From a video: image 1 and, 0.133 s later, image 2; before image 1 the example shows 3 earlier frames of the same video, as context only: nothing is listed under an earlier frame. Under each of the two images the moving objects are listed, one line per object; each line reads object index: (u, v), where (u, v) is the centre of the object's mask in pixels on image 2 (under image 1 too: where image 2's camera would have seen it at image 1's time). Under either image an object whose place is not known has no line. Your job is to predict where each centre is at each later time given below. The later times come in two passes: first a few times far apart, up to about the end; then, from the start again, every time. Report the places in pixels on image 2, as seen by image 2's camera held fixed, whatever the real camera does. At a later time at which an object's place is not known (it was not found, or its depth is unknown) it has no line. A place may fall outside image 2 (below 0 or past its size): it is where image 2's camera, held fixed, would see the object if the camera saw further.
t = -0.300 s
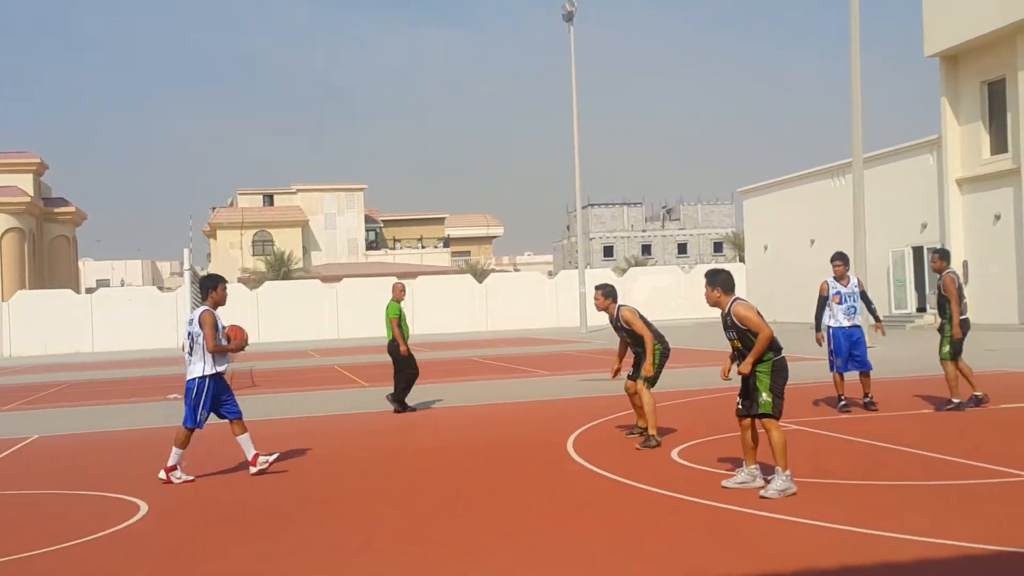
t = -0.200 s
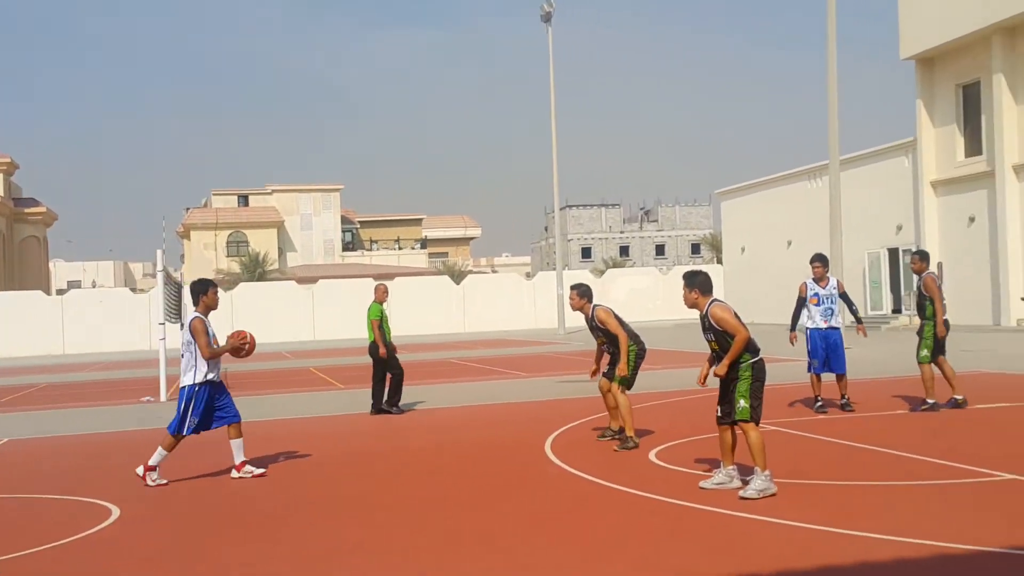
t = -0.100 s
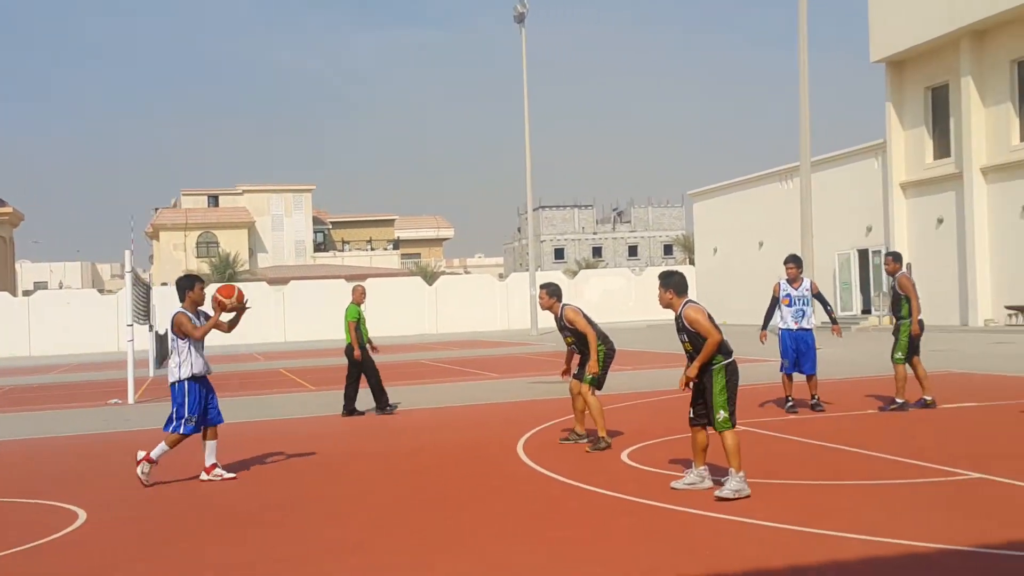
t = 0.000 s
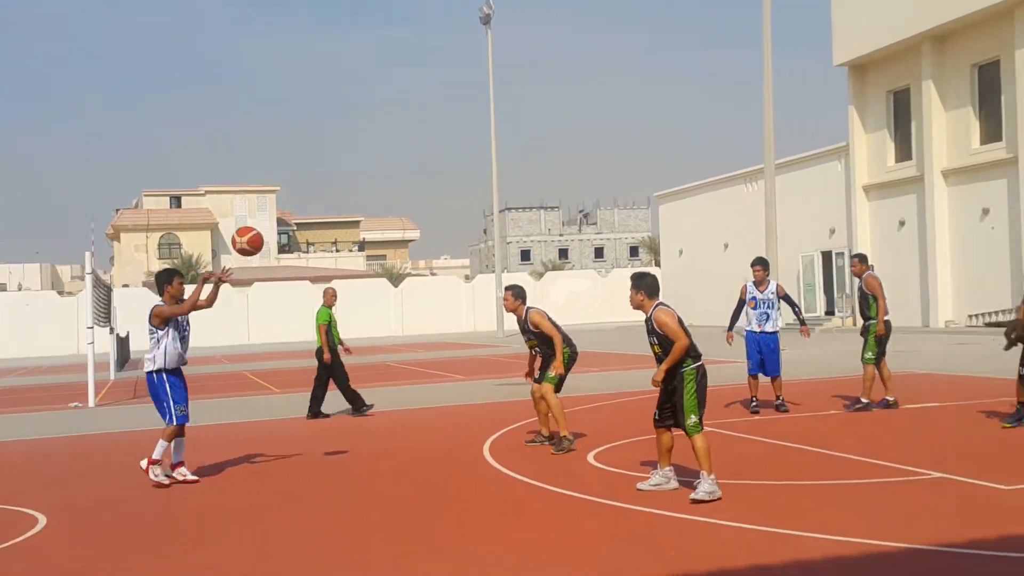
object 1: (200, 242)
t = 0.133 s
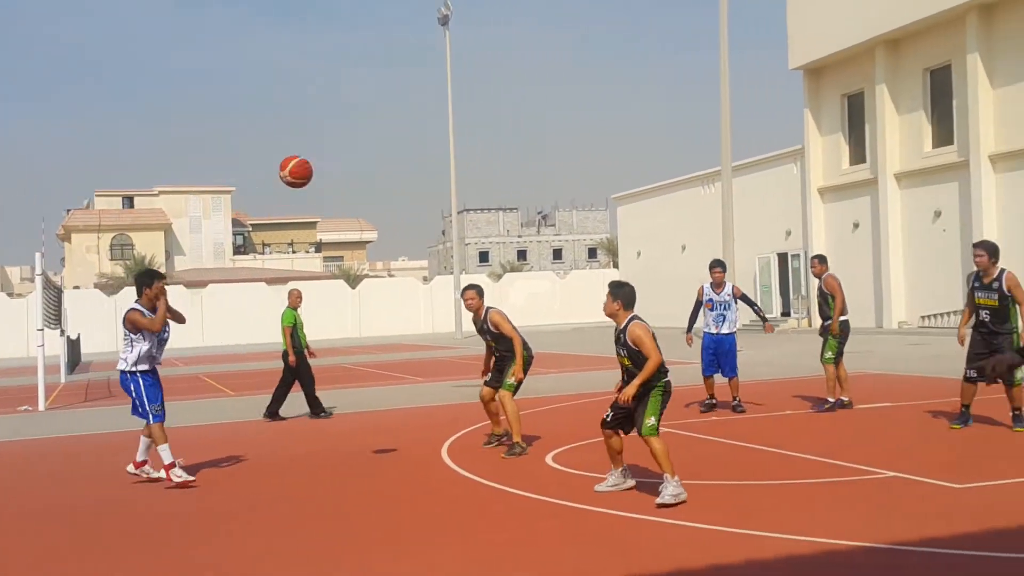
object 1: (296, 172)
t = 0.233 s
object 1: (373, 130)
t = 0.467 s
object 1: (585, 73)
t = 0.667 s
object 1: (819, 86)
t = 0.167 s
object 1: (321, 157)
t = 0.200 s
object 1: (347, 143)
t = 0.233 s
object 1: (373, 130)
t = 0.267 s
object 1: (401, 118)
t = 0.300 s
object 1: (429, 107)
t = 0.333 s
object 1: (458, 97)
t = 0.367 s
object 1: (489, 89)
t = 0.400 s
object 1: (520, 82)
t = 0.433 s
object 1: (552, 77)
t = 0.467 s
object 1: (585, 73)
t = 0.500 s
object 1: (620, 71)
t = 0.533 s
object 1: (656, 70)
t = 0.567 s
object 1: (694, 72)
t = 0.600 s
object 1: (734, 75)
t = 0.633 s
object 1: (777, 79)
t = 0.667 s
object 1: (819, 86)
